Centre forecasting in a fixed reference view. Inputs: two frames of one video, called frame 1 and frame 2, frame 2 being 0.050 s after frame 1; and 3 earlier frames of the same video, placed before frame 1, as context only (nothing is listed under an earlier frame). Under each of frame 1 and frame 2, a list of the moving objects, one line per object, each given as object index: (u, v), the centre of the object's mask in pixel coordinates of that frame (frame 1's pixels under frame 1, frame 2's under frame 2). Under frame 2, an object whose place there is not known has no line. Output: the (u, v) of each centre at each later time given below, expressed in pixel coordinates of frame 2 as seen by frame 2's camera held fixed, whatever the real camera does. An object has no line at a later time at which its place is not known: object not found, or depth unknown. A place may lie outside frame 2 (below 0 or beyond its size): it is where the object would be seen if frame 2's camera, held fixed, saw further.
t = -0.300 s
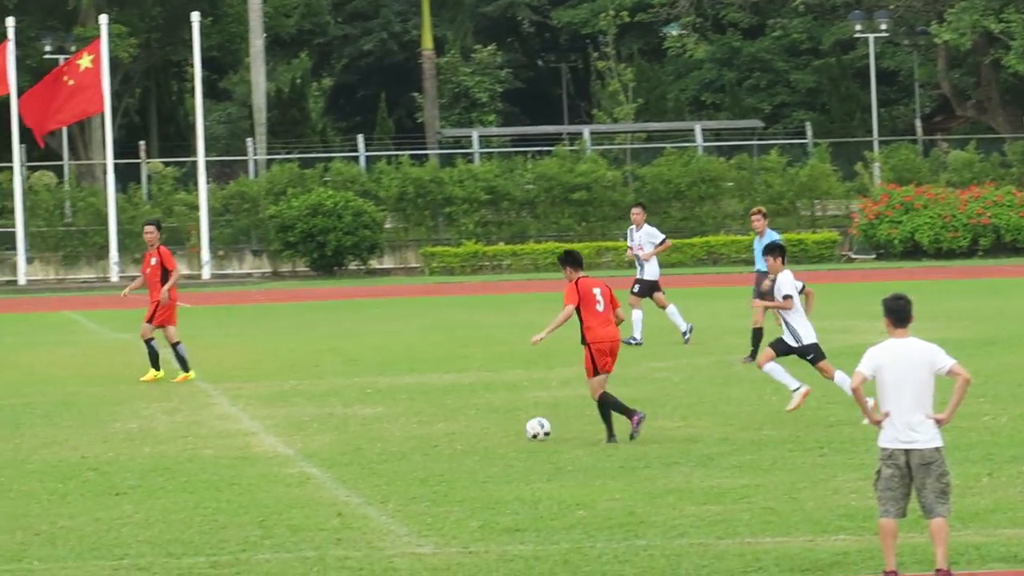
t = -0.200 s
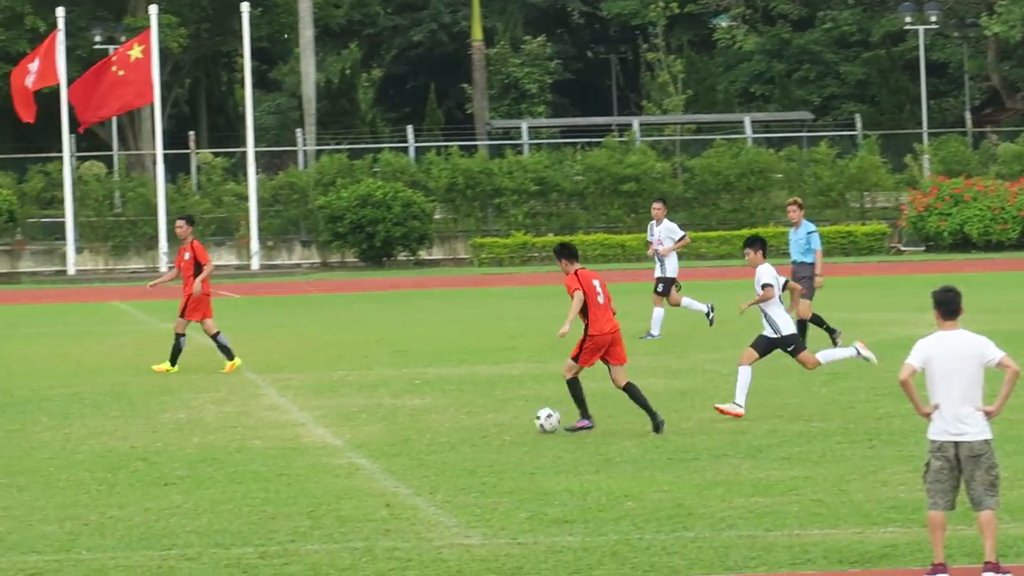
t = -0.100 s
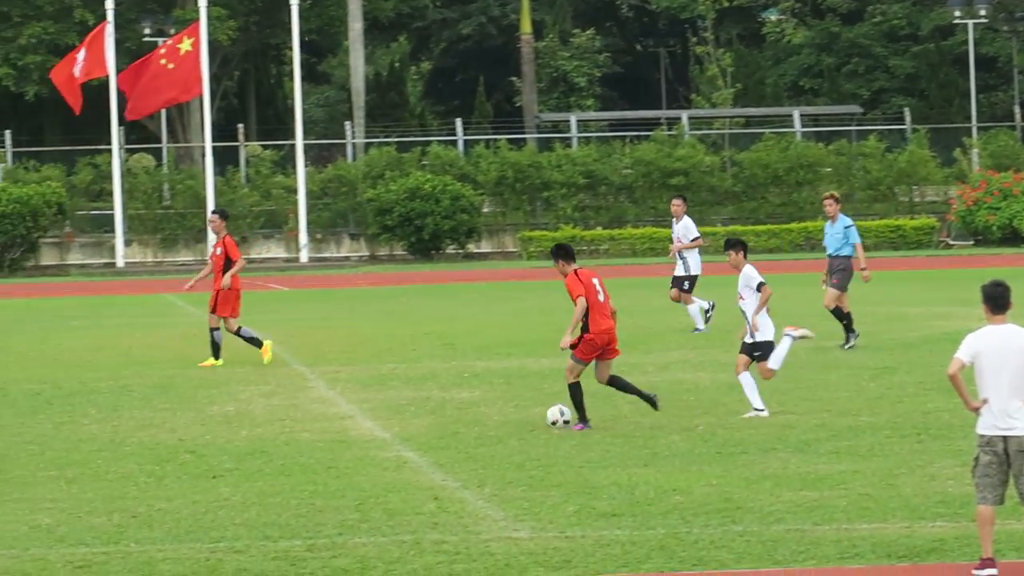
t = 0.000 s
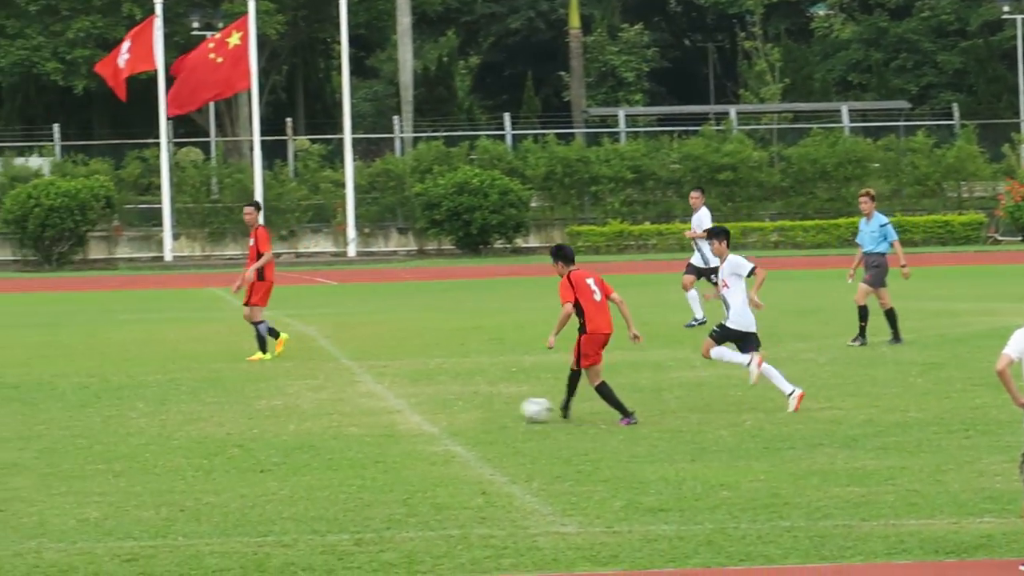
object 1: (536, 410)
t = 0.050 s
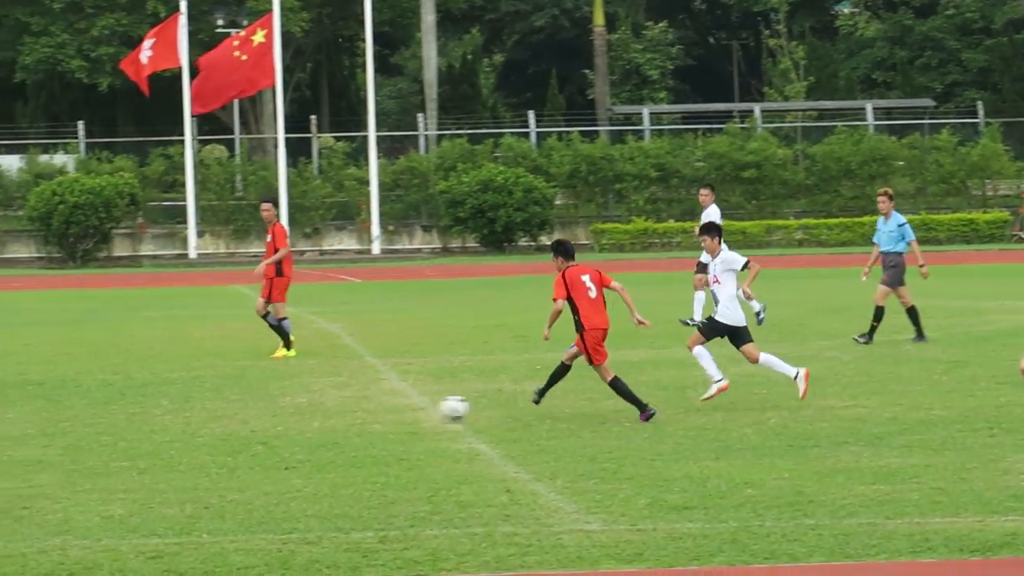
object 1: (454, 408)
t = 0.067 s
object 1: (420, 409)
